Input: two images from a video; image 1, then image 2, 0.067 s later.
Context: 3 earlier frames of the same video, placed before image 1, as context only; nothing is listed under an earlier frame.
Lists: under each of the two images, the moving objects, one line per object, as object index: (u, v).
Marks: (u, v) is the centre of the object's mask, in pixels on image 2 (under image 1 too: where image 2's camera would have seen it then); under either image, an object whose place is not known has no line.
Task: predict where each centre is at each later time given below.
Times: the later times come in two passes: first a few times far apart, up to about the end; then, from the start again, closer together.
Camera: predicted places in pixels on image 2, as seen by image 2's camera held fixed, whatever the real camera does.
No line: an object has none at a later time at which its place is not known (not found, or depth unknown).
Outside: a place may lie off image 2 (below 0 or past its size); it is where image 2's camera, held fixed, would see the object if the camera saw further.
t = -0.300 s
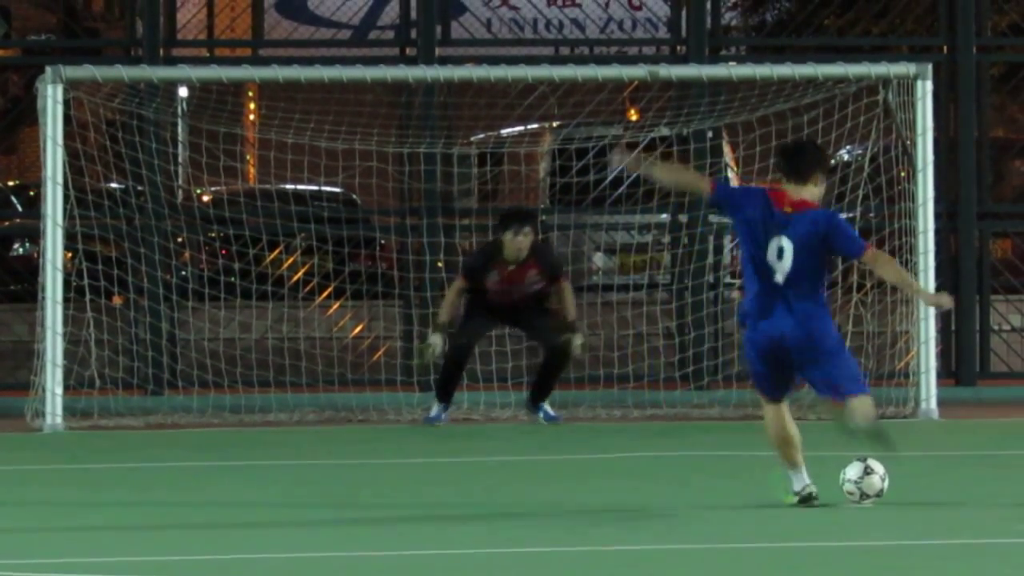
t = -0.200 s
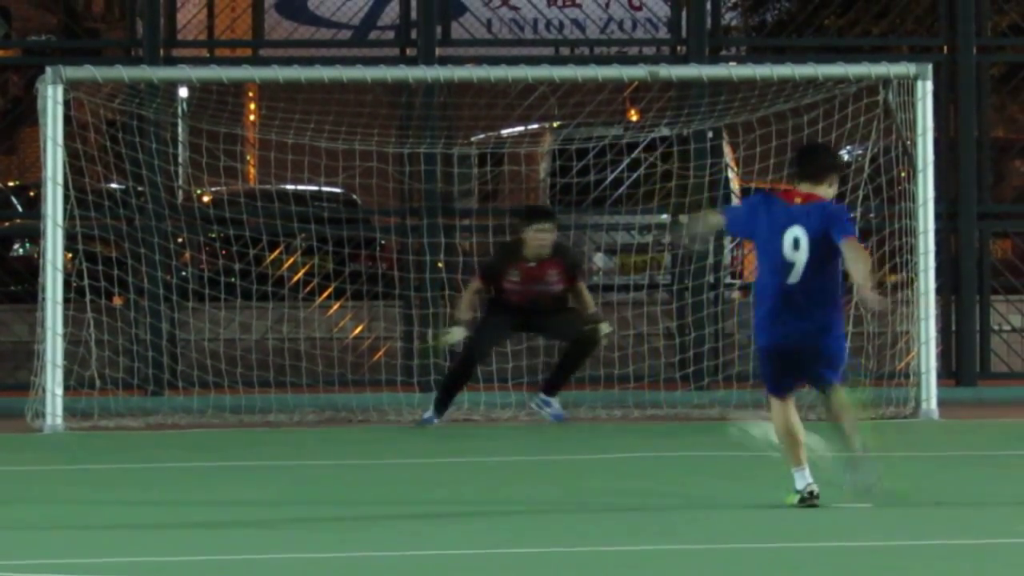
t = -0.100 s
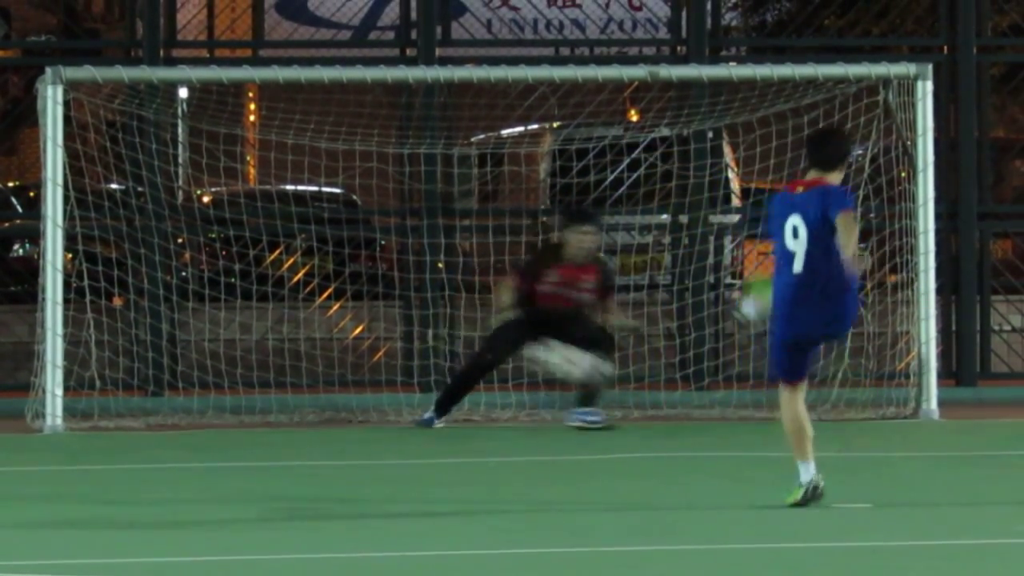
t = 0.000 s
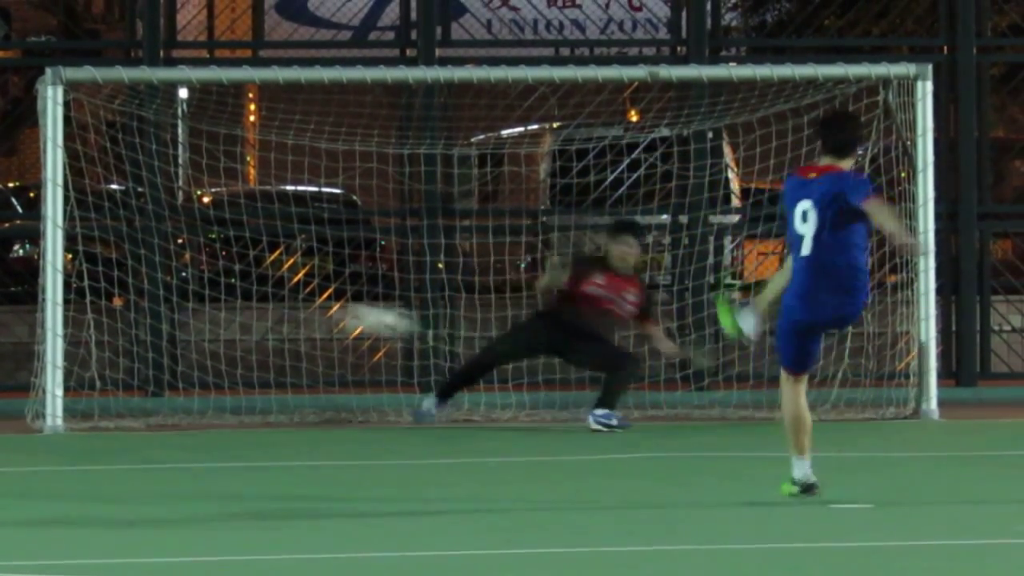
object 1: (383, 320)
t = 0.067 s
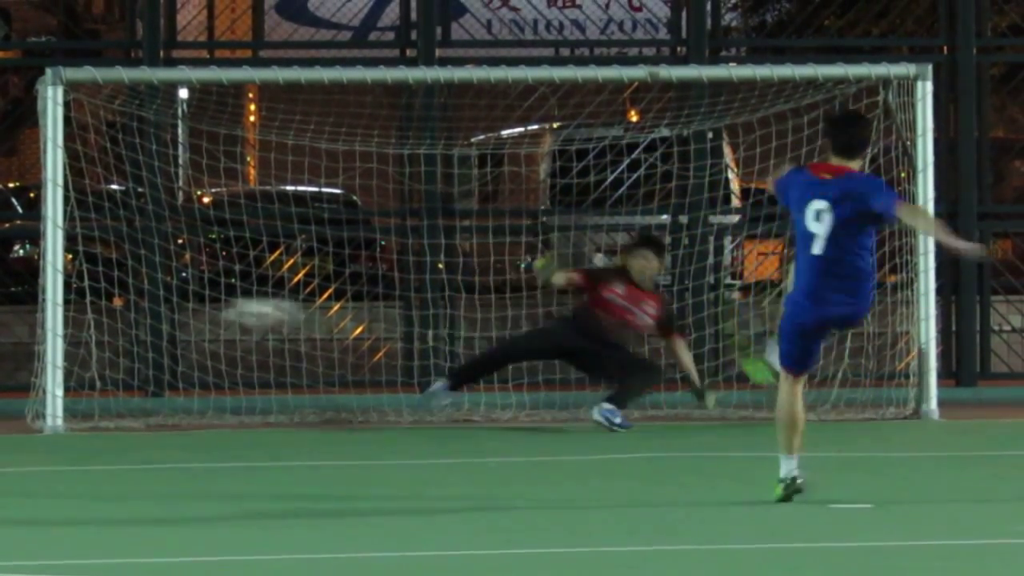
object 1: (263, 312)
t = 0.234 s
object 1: (68, 319)
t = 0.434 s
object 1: (80, 325)
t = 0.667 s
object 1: (136, 379)
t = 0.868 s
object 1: (170, 376)
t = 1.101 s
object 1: (217, 401)
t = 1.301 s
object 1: (239, 386)
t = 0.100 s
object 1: (207, 310)
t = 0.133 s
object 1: (155, 314)
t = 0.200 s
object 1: (75, 320)
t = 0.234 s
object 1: (68, 319)
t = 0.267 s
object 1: (70, 318)
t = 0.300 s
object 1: (74, 314)
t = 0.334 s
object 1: (75, 312)
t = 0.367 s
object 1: (80, 314)
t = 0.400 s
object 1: (81, 317)
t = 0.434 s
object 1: (80, 325)
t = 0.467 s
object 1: (99, 327)
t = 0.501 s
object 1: (106, 332)
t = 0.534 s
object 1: (113, 338)
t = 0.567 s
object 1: (120, 348)
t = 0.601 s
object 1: (120, 358)
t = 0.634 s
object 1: (126, 372)
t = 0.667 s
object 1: (136, 379)
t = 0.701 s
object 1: (141, 390)
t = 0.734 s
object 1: (145, 400)
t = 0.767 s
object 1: (152, 389)
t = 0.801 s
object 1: (157, 383)
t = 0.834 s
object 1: (162, 380)
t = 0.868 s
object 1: (170, 376)
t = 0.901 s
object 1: (176, 374)
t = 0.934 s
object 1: (183, 375)
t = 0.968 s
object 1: (189, 377)
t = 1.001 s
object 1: (197, 380)
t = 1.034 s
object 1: (204, 387)
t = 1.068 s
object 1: (211, 393)
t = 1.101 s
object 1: (217, 401)
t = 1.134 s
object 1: (223, 394)
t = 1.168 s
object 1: (227, 389)
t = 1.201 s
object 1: (230, 387)
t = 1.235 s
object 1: (233, 385)
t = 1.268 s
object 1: (236, 385)
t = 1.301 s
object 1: (239, 386)
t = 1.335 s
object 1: (243, 391)
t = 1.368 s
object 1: (247, 397)
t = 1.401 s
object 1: (249, 400)
